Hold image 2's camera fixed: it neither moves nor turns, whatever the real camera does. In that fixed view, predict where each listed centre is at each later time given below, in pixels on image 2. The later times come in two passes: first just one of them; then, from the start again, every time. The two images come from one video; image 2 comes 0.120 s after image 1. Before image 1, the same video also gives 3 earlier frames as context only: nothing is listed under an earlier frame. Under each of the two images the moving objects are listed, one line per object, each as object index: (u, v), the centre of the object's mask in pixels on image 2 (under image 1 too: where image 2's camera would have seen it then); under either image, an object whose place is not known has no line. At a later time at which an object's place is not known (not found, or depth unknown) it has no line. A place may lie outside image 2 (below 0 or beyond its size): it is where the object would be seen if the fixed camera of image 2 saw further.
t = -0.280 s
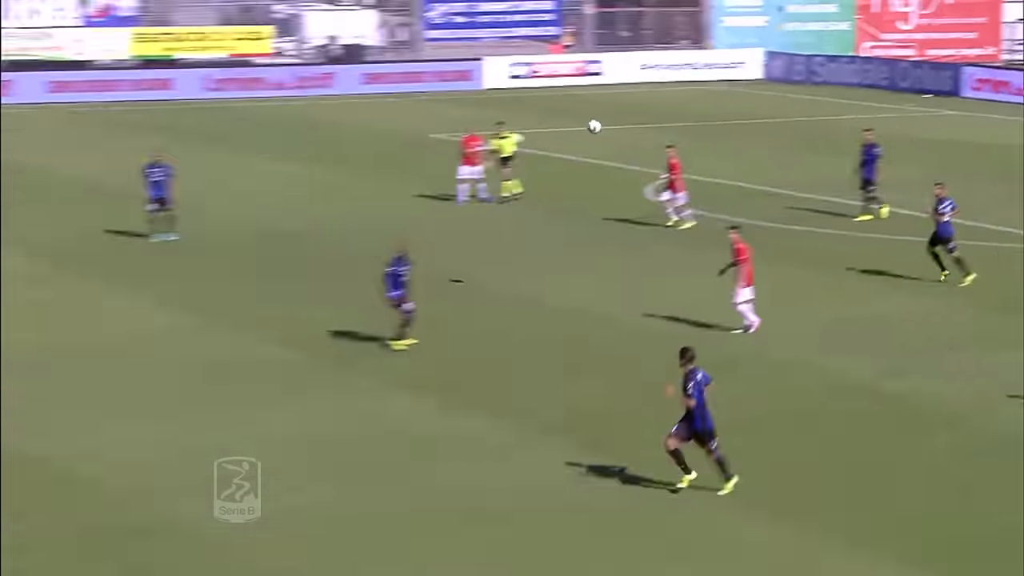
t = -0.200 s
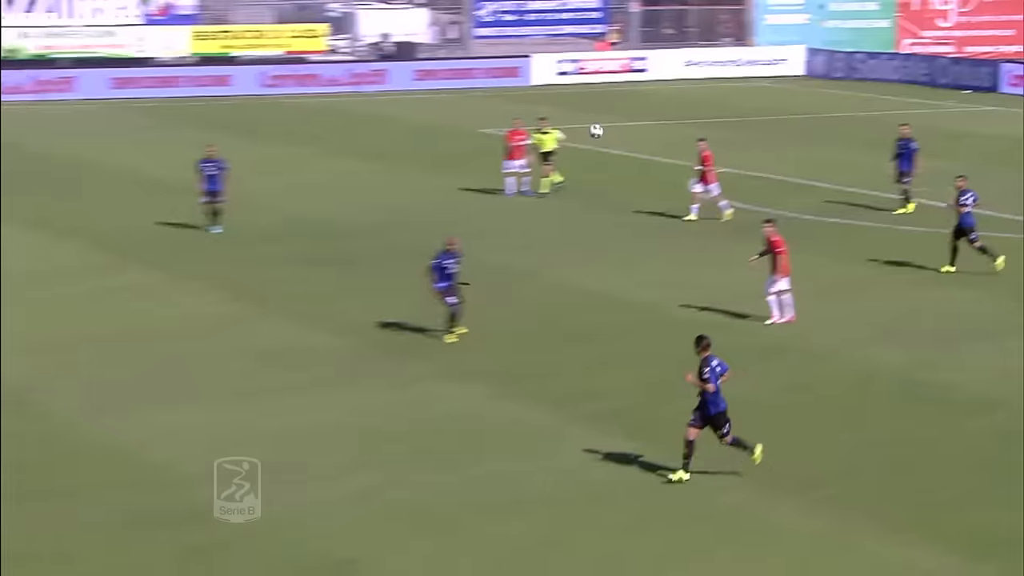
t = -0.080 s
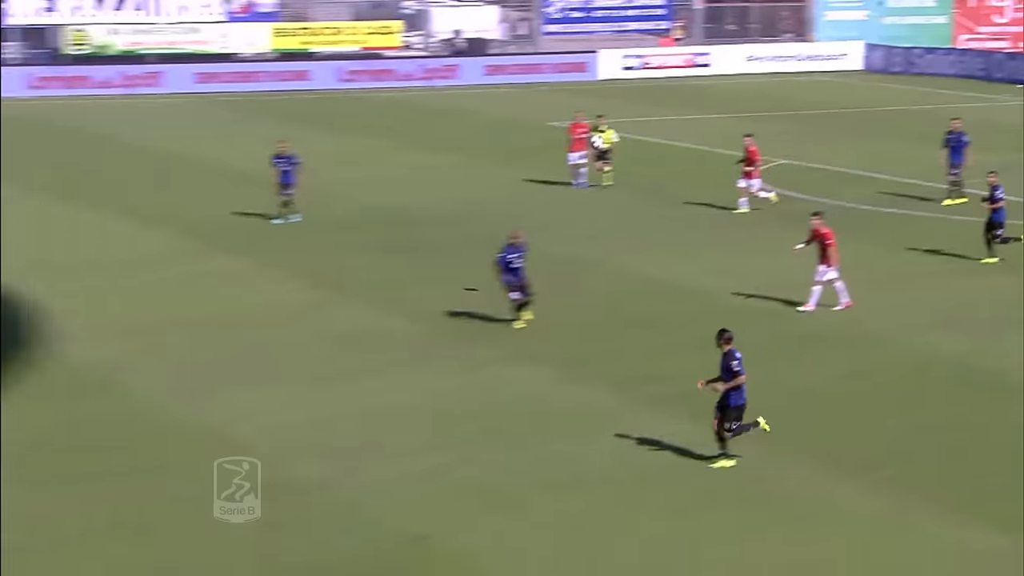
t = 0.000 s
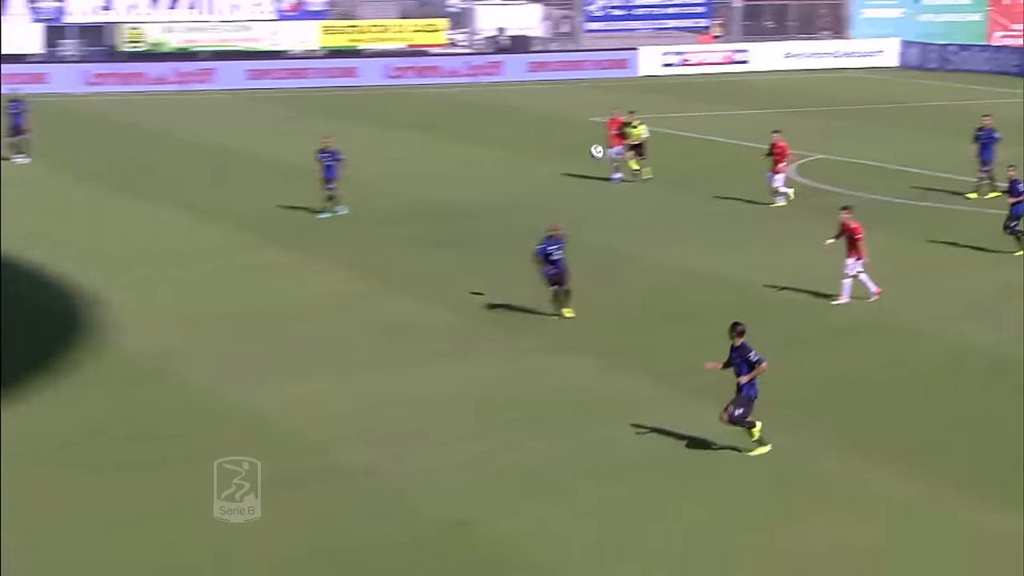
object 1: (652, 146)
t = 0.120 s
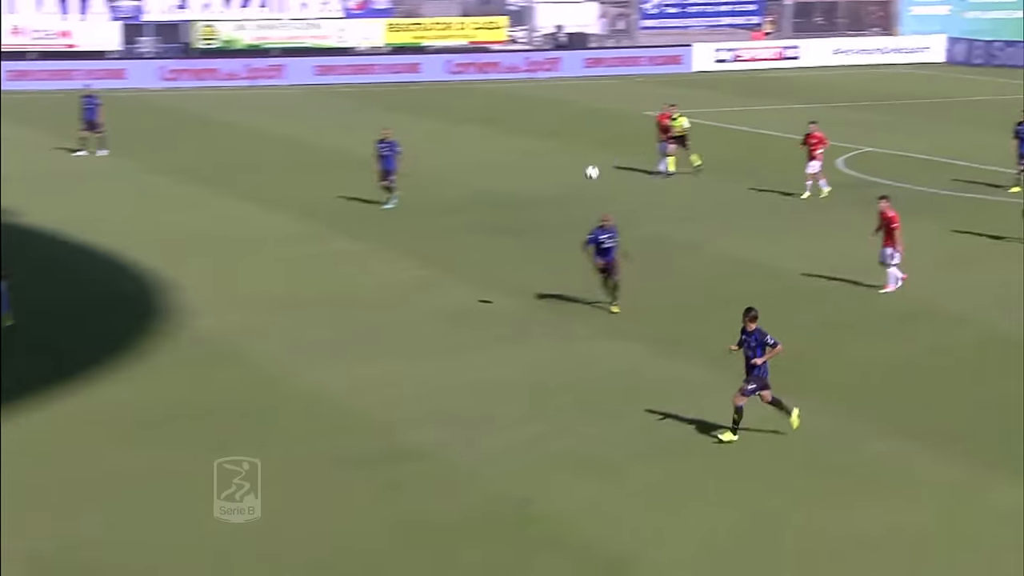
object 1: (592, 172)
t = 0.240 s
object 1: (536, 207)
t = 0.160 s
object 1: (573, 182)
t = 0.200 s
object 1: (555, 194)
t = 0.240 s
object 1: (536, 207)
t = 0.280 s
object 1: (517, 220)
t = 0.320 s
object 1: (499, 234)
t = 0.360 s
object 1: (479, 249)
